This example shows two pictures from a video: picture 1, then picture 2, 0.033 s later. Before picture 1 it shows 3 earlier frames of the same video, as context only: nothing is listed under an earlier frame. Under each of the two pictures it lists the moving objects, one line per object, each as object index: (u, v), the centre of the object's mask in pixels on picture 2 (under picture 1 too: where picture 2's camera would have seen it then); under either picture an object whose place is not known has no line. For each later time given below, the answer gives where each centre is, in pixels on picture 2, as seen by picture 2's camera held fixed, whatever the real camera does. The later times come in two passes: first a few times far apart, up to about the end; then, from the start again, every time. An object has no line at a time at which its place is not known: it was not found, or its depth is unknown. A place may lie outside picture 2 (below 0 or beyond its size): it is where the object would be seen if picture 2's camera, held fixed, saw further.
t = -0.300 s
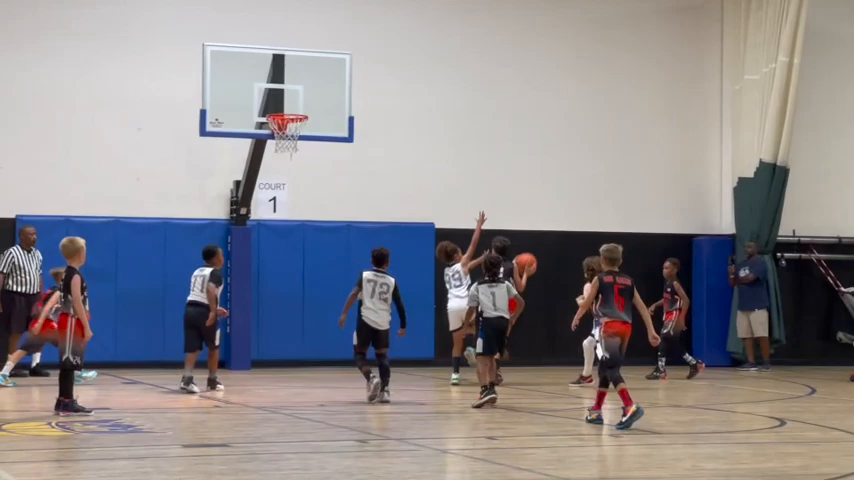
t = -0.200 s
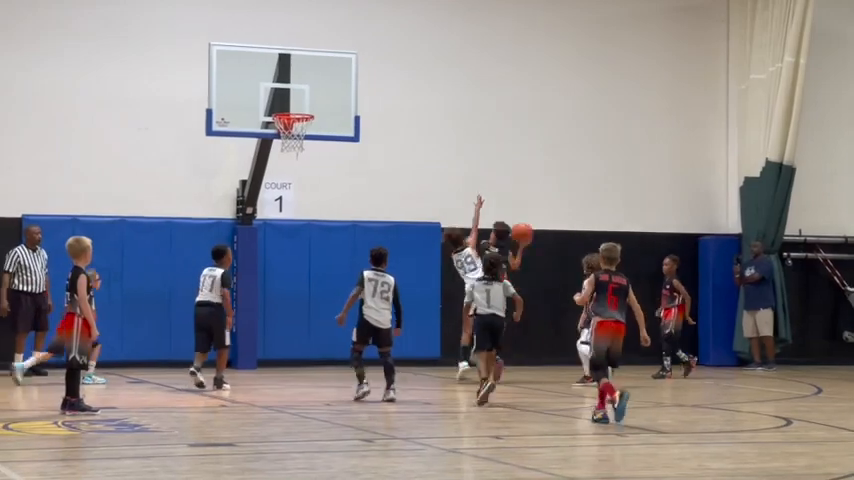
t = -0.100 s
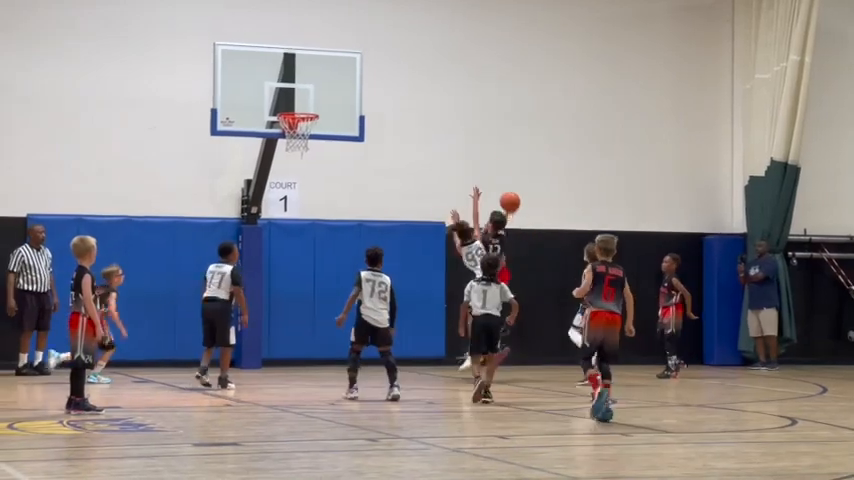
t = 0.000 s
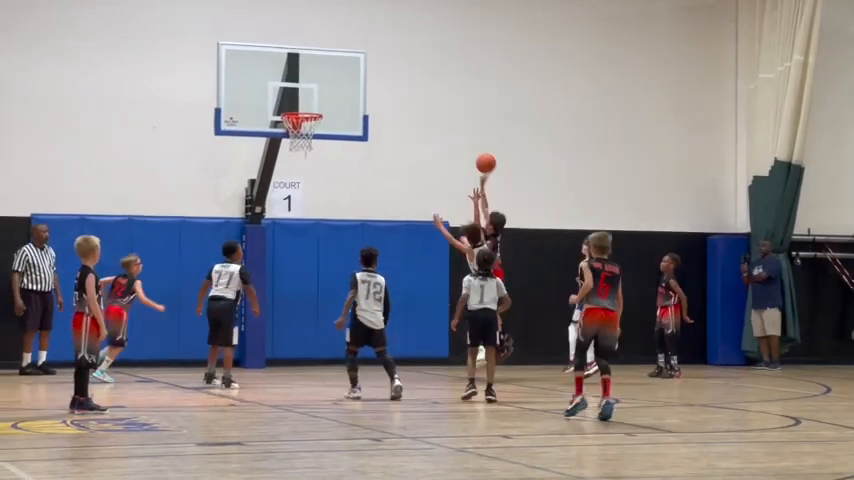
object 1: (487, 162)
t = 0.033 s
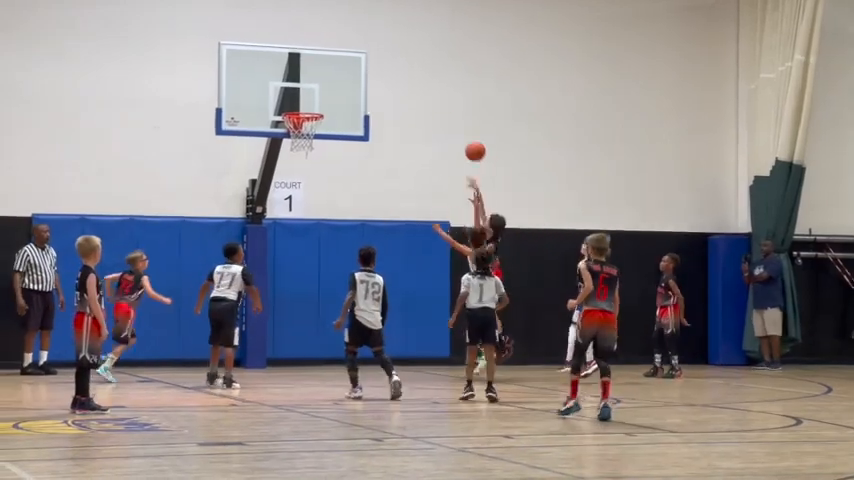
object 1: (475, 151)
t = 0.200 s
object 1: (417, 106)
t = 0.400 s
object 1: (350, 84)
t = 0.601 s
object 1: (285, 95)
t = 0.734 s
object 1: (273, 106)
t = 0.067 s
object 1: (463, 140)
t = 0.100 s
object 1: (452, 130)
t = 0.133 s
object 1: (440, 121)
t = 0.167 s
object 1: (428, 113)
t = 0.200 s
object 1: (417, 106)
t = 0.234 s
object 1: (406, 100)
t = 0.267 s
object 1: (394, 96)
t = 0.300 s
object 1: (383, 91)
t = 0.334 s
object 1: (372, 89)
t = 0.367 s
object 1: (360, 86)
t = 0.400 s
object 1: (350, 84)
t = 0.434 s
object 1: (338, 84)
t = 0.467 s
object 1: (328, 84)
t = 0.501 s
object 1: (316, 86)
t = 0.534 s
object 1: (305, 88)
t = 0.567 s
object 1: (294, 91)
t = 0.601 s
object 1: (285, 95)
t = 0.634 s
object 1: (282, 98)
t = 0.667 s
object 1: (280, 102)
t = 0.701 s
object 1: (277, 105)
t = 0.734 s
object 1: (273, 106)
